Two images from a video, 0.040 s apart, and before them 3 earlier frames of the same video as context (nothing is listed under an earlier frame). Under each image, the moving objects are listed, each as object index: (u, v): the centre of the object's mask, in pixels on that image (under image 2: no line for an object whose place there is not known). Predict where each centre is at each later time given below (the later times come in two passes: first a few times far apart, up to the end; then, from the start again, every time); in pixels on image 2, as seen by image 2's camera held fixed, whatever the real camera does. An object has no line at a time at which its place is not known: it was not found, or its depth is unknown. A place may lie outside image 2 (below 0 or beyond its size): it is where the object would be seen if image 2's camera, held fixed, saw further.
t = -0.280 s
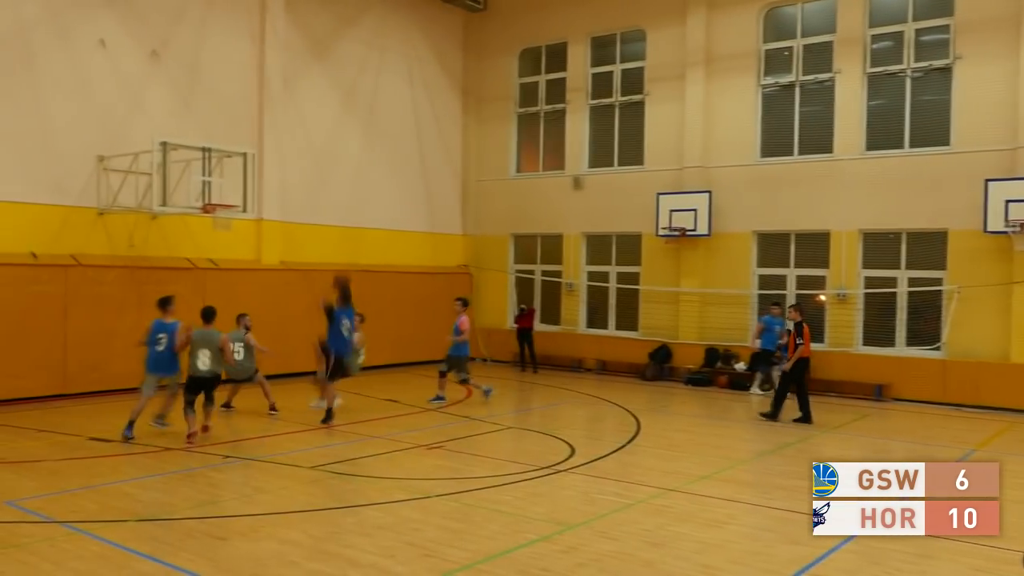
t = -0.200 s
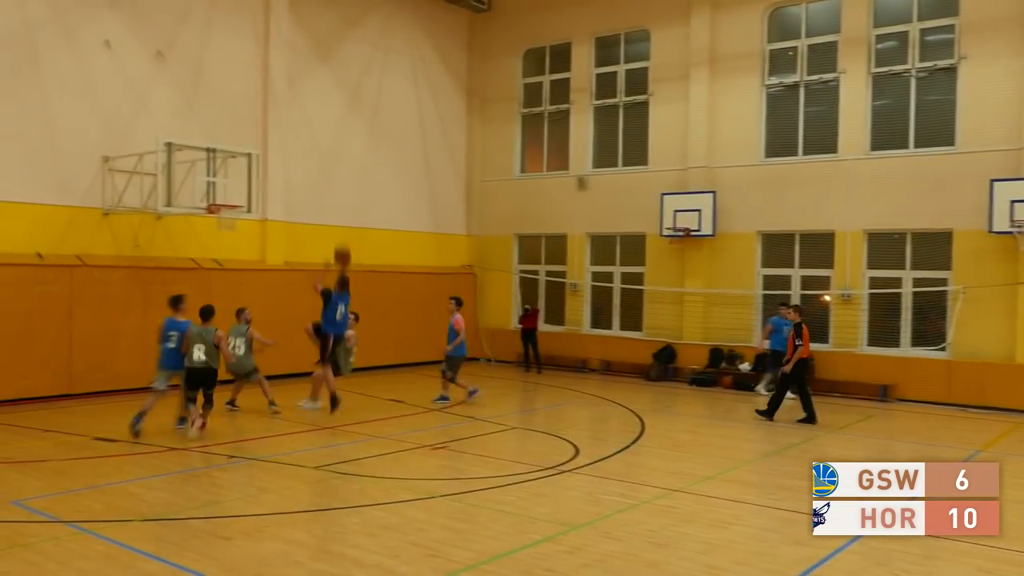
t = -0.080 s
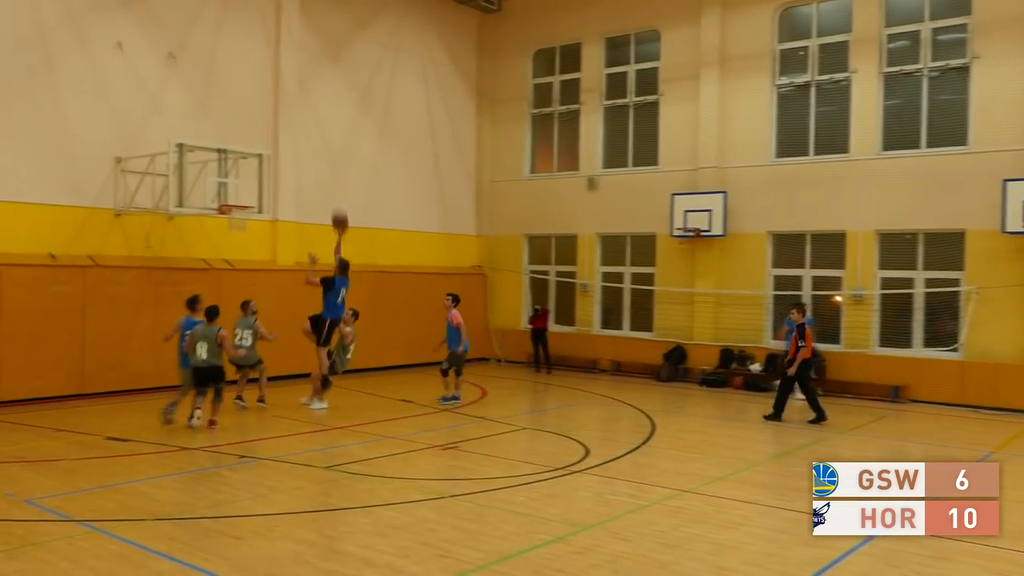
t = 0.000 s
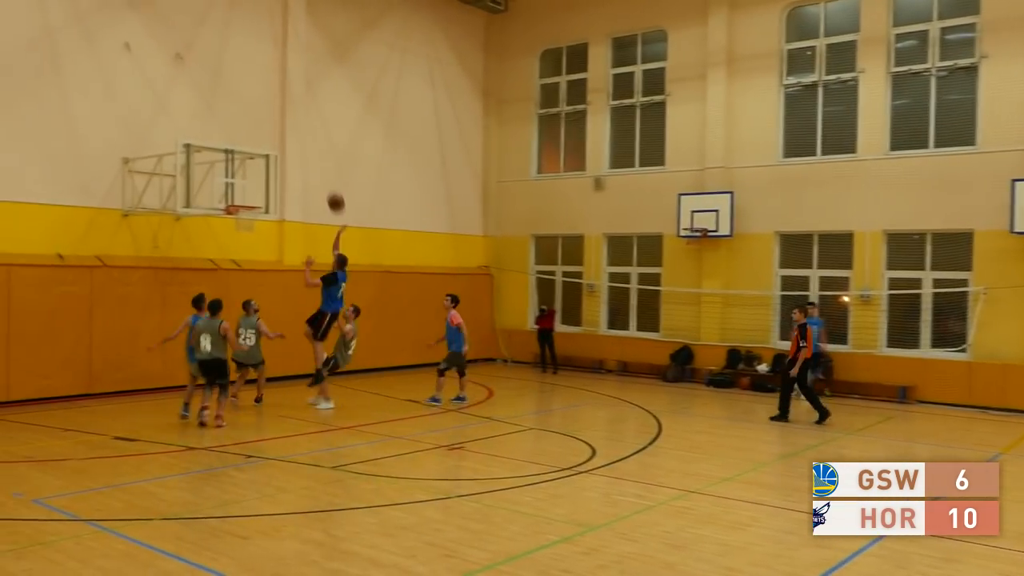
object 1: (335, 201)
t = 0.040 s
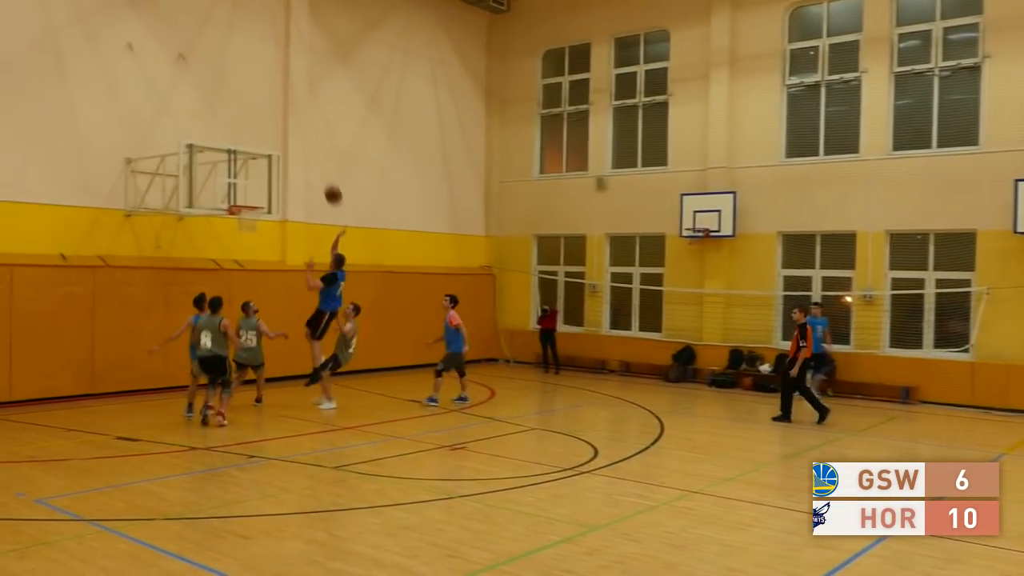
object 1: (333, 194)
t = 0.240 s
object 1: (307, 172)
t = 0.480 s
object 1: (277, 182)
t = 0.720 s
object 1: (259, 192)
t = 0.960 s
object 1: (250, 199)
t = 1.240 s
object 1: (246, 208)
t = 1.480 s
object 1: (255, 224)
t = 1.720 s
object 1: (253, 256)
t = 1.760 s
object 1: (253, 264)
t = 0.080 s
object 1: (328, 187)
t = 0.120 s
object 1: (322, 182)
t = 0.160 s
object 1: (317, 178)
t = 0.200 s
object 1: (312, 174)
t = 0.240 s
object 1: (307, 172)
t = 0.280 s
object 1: (302, 171)
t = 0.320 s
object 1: (297, 171)
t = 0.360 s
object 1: (292, 172)
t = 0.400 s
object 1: (287, 174)
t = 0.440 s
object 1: (282, 178)
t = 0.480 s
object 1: (277, 182)
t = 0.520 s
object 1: (272, 187)
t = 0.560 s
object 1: (267, 193)
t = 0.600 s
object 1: (263, 198)
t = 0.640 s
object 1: (262, 195)
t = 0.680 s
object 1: (260, 193)
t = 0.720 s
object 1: (259, 192)
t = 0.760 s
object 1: (257, 191)
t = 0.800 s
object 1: (256, 192)
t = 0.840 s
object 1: (255, 193)
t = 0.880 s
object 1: (253, 196)
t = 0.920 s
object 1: (252, 199)
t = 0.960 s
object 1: (250, 199)
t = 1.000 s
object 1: (248, 199)
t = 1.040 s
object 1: (245, 199)
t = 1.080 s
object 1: (243, 199)
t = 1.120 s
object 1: (241, 200)
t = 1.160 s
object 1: (242, 203)
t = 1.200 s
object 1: (244, 205)
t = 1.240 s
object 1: (246, 208)
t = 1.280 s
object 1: (249, 211)
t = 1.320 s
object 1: (251, 216)
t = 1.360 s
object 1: (253, 219)
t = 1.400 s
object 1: (255, 221)
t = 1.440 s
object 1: (255, 223)
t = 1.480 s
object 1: (255, 224)
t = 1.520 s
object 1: (255, 227)
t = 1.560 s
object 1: (255, 231)
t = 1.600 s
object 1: (255, 236)
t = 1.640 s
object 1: (254, 241)
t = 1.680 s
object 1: (254, 248)
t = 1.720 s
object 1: (253, 256)
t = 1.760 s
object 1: (253, 264)
